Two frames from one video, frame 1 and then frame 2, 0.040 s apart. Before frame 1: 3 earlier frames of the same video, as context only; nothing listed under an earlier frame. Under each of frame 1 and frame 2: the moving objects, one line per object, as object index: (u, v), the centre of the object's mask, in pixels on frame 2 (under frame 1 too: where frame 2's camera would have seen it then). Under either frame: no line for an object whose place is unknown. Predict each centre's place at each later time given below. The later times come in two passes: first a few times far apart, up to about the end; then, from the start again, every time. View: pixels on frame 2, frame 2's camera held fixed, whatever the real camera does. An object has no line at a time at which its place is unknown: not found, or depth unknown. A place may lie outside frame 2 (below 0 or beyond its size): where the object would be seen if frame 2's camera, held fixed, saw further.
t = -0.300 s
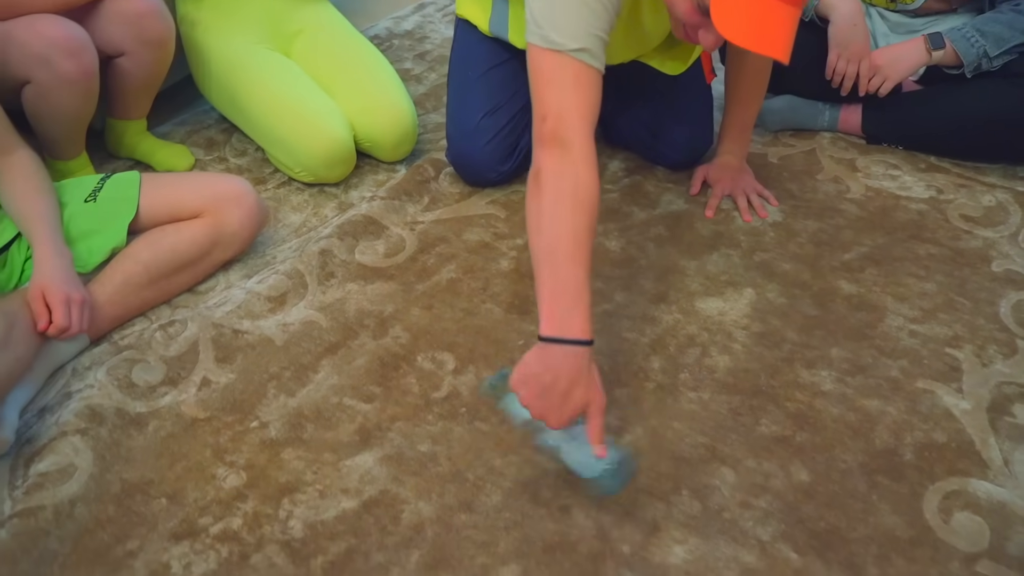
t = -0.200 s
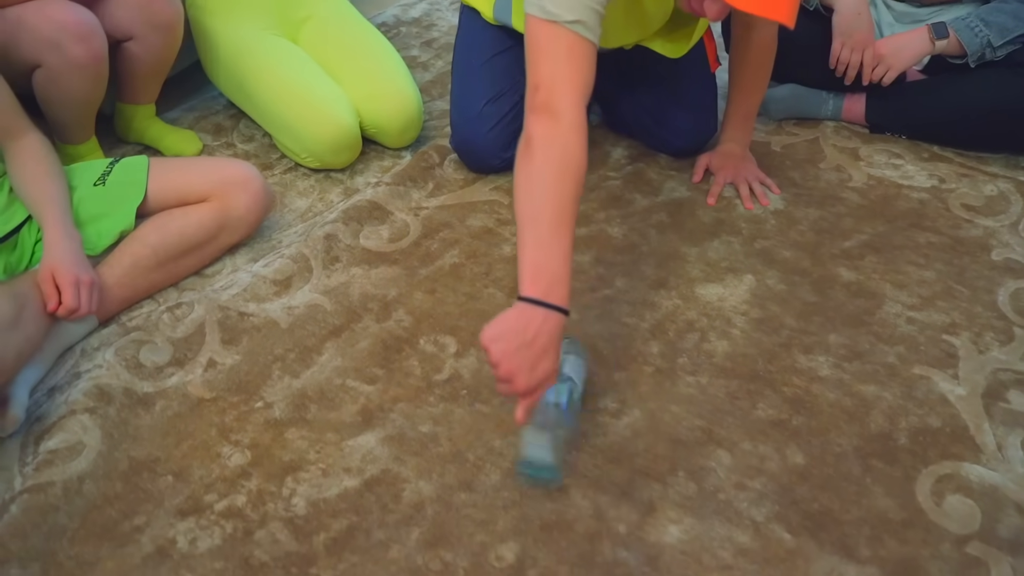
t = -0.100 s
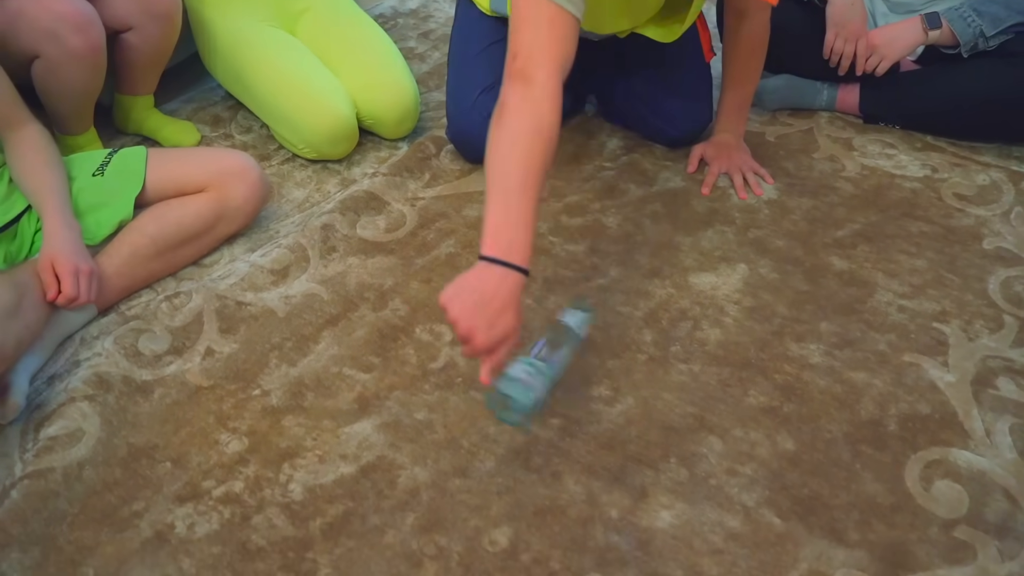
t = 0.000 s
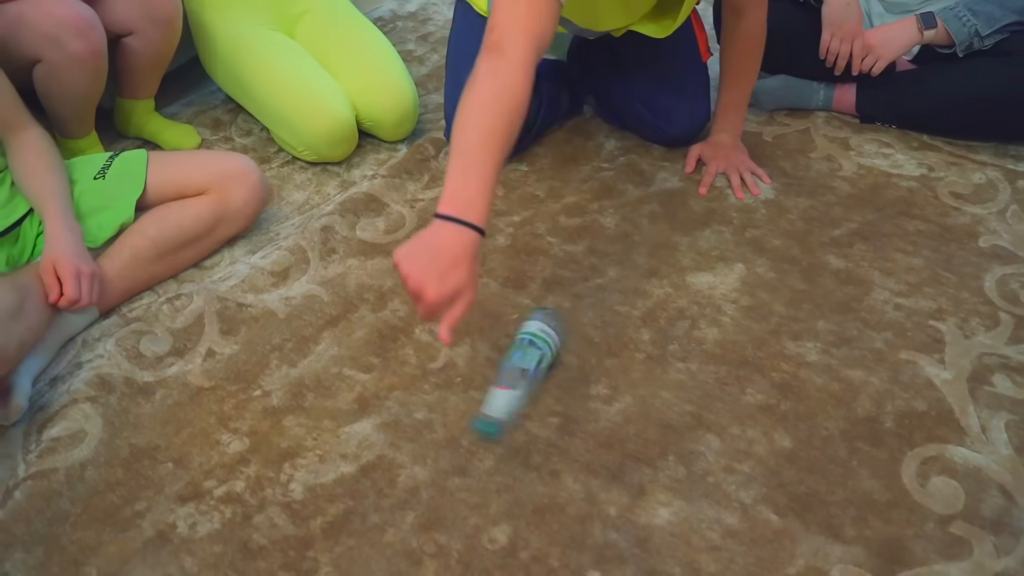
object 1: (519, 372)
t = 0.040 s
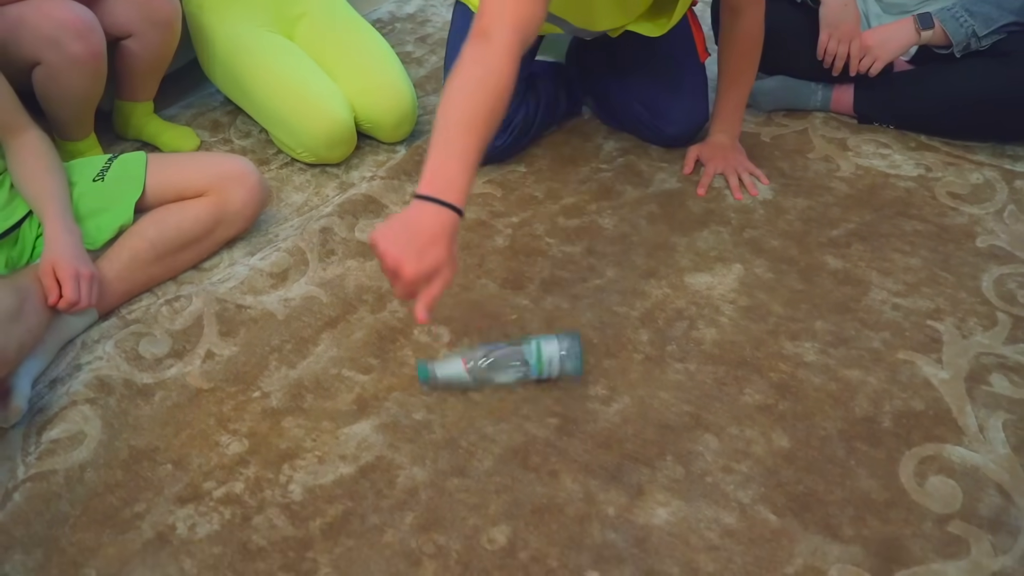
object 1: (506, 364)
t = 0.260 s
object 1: (516, 358)
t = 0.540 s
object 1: (513, 360)
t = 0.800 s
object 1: (518, 364)
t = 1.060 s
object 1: (516, 363)
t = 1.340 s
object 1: (517, 363)
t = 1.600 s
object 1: (518, 362)
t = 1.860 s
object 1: (519, 362)
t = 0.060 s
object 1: (509, 357)
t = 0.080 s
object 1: (512, 355)
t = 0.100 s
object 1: (514, 356)
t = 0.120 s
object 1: (515, 354)
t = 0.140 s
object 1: (516, 353)
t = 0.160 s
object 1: (518, 352)
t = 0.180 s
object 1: (521, 352)
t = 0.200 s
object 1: (524, 353)
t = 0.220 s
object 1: (521, 355)
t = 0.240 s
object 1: (518, 356)
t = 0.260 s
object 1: (516, 358)
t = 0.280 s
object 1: (513, 359)
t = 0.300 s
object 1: (509, 358)
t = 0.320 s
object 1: (507, 358)
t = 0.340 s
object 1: (505, 356)
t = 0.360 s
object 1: (504, 355)
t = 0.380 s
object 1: (503, 355)
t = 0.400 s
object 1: (503, 355)
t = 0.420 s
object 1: (504, 355)
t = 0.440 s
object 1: (505, 355)
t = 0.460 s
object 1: (507, 356)
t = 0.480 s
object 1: (509, 357)
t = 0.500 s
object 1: (510, 359)
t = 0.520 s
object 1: (512, 359)
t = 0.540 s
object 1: (513, 360)
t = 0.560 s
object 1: (514, 361)
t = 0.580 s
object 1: (515, 362)
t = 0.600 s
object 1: (516, 363)
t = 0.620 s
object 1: (517, 363)
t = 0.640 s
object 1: (517, 364)
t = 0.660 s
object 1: (518, 364)
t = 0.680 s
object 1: (518, 364)
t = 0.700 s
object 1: (518, 364)
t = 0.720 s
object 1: (518, 364)
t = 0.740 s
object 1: (518, 364)
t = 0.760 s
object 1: (518, 364)
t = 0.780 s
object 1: (518, 364)
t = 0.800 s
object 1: (518, 364)
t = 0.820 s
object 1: (518, 363)
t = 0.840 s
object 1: (517, 363)
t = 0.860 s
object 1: (517, 363)
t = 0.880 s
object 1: (517, 363)
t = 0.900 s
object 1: (517, 363)
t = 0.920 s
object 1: (516, 363)
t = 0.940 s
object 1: (516, 363)
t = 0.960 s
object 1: (516, 363)
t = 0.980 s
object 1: (516, 363)
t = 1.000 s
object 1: (516, 363)
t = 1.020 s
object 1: (516, 363)
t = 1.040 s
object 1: (516, 363)
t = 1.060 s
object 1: (516, 363)
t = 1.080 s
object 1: (516, 363)
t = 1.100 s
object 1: (516, 363)
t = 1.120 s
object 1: (517, 363)
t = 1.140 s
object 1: (516, 363)
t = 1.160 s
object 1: (516, 363)
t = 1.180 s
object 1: (516, 363)
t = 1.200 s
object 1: (516, 363)
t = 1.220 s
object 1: (516, 363)
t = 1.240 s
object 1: (517, 363)
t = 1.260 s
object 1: (517, 363)
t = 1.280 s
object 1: (517, 363)
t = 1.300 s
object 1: (517, 363)
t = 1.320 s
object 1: (517, 363)
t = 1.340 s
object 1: (517, 363)
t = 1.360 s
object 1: (517, 363)
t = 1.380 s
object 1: (517, 363)
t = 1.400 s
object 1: (517, 363)
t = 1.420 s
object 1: (517, 363)
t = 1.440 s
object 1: (517, 363)
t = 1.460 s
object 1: (517, 363)
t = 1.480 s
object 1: (518, 362)
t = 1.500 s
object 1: (518, 363)
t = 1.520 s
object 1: (518, 363)
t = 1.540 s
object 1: (518, 363)
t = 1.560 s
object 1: (518, 362)
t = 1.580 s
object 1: (518, 363)
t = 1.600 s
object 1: (518, 362)
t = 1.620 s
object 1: (518, 362)
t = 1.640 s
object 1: (518, 363)
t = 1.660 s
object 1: (518, 362)
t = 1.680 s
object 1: (518, 362)
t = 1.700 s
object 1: (518, 362)
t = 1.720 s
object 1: (518, 362)
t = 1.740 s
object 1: (518, 362)
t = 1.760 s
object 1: (518, 362)
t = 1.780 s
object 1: (518, 362)
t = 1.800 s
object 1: (518, 362)
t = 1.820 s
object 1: (518, 362)
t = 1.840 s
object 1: (519, 362)
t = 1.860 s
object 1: (519, 362)
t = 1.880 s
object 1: (519, 361)
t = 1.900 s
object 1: (519, 362)
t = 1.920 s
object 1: (519, 362)
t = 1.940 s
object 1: (519, 362)
